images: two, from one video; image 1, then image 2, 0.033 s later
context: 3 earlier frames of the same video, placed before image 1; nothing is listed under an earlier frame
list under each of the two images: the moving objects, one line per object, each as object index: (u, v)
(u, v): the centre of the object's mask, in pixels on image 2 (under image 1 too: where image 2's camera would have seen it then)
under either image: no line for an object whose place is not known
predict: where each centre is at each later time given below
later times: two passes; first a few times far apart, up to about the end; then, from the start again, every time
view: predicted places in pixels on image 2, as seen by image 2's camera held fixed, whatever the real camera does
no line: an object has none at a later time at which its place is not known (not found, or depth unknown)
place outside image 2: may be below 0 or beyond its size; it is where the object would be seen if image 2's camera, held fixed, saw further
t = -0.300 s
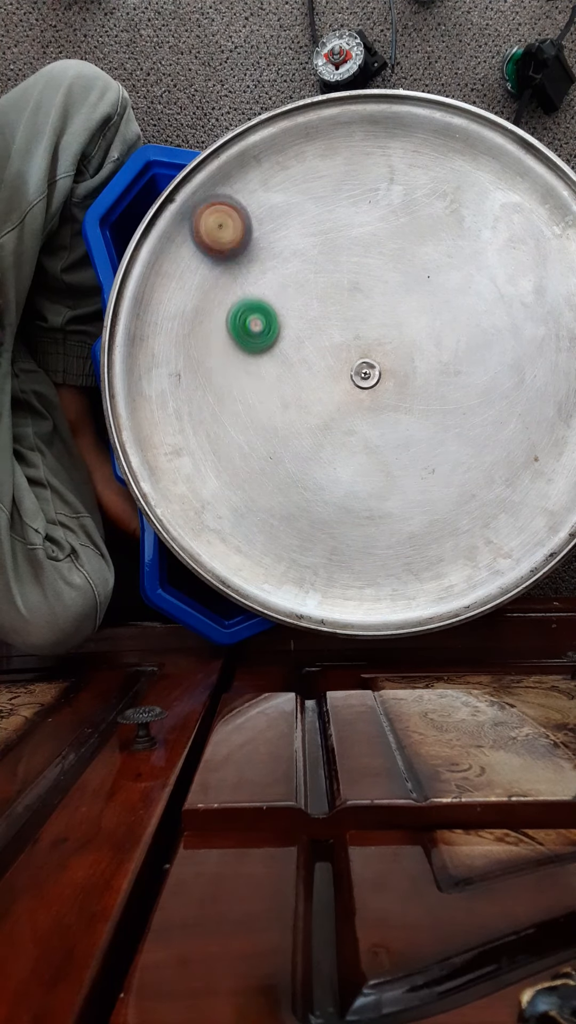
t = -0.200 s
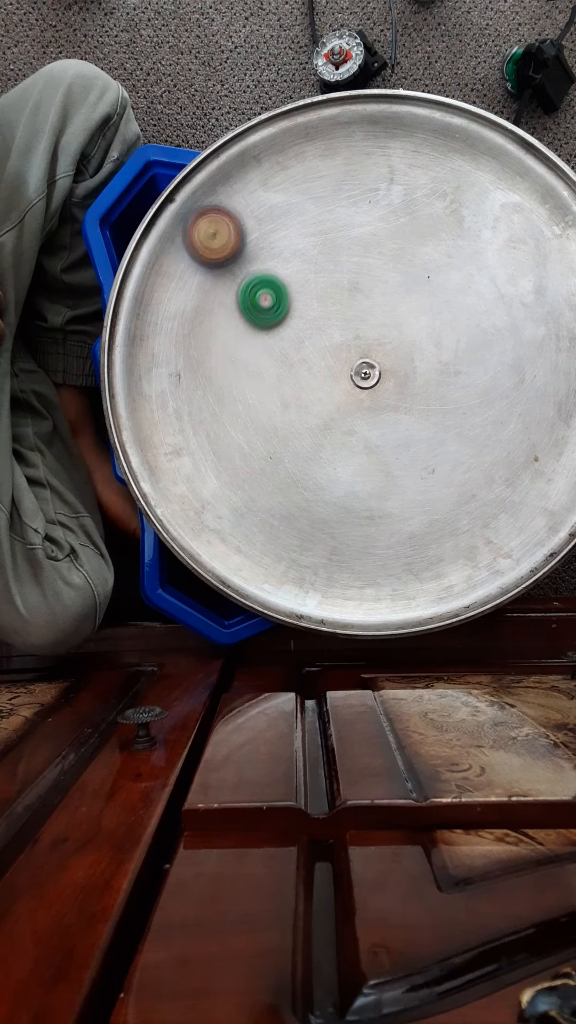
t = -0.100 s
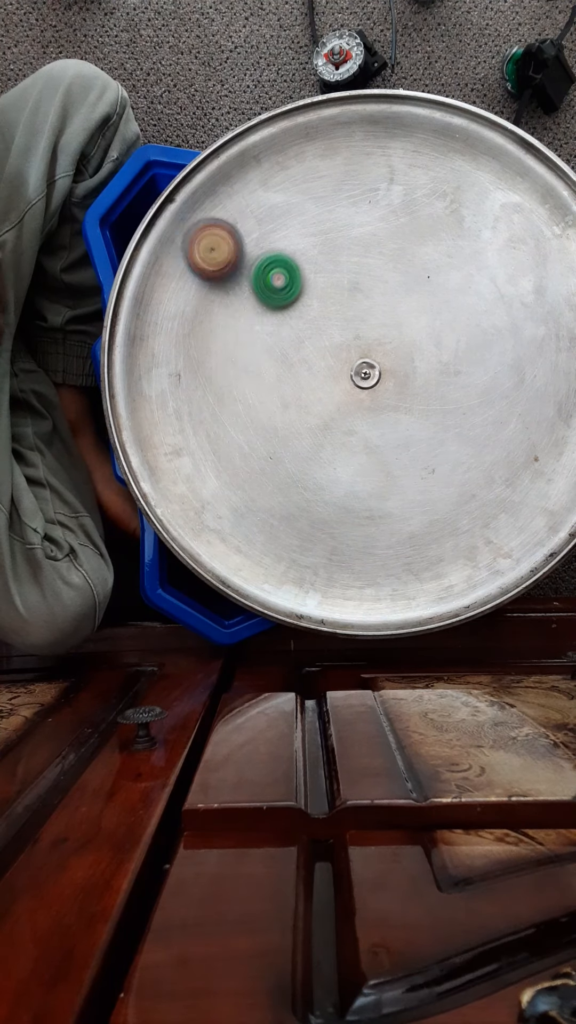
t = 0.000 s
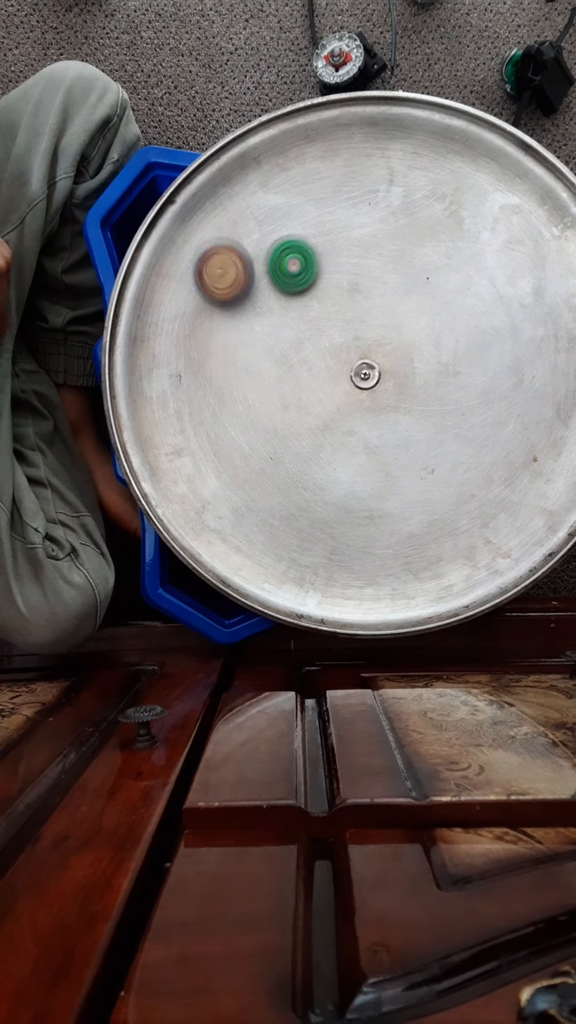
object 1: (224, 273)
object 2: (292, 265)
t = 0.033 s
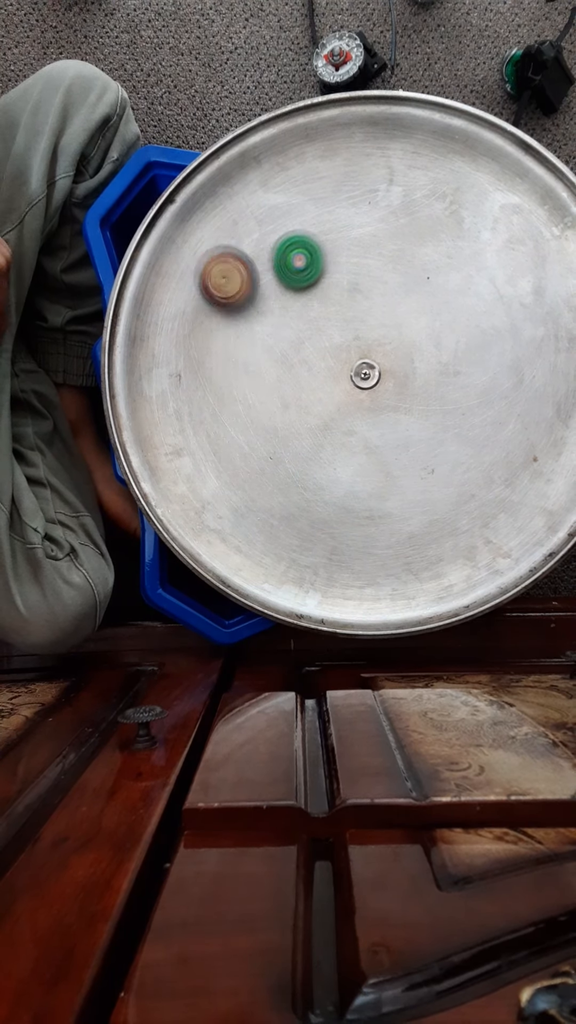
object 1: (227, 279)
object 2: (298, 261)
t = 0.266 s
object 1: (260, 330)
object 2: (339, 249)
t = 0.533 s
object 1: (299, 386)
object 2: (378, 271)
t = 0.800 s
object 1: (321, 438)
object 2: (385, 316)
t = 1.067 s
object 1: (322, 488)
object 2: (355, 357)
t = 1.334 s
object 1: (303, 531)
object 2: (301, 371)
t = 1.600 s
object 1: (293, 550)
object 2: (241, 356)
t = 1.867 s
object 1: (274, 512)
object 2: (200, 318)
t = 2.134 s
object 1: (244, 446)
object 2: (196, 285)
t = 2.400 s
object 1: (206, 376)
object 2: (222, 268)
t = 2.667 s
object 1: (181, 330)
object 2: (260, 276)
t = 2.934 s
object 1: (195, 309)
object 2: (284, 309)
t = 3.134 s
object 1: (225, 303)
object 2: (282, 344)
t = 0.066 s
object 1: (229, 287)
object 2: (303, 258)
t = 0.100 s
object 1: (235, 294)
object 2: (309, 255)
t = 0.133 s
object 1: (241, 302)
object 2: (315, 252)
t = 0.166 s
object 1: (246, 307)
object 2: (321, 250)
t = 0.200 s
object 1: (250, 313)
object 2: (327, 249)
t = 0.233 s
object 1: (254, 322)
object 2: (333, 249)
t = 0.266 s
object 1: (260, 330)
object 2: (339, 249)
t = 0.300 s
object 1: (266, 335)
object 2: (345, 250)
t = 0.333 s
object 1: (271, 341)
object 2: (351, 251)
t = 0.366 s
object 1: (274, 350)
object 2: (356, 253)
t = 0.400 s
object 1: (280, 359)
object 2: (361, 256)
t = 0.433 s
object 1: (287, 366)
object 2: (366, 259)
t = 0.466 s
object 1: (291, 370)
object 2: (370, 262)
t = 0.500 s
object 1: (294, 378)
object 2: (374, 266)
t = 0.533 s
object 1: (299, 386)
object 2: (378, 271)
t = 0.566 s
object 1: (304, 392)
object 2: (381, 276)
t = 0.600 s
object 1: (308, 397)
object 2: (383, 281)
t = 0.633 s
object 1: (309, 405)
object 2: (385, 286)
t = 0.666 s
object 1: (312, 412)
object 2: (386, 291)
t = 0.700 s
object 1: (317, 418)
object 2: (387, 297)
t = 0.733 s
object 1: (318, 422)
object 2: (387, 303)
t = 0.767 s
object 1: (319, 430)
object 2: (386, 309)
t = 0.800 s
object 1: (321, 438)
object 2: (385, 316)
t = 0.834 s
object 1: (324, 442)
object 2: (383, 322)
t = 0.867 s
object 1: (323, 448)
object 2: (380, 329)
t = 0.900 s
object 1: (323, 456)
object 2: (377, 335)
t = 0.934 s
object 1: (324, 464)
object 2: (373, 341)
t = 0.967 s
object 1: (325, 468)
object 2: (368, 347)
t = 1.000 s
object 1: (322, 474)
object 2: (363, 352)
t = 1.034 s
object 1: (320, 483)
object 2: (359, 355)
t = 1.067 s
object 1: (322, 488)
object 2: (355, 357)
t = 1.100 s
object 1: (319, 493)
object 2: (350, 359)
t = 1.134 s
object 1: (315, 501)
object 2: (344, 361)
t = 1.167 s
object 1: (315, 508)
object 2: (337, 363)
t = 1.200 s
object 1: (314, 512)
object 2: (330, 366)
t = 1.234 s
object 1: (309, 517)
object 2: (323, 369)
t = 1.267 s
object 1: (306, 524)
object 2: (316, 370)
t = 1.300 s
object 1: (307, 527)
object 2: (308, 371)
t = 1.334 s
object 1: (303, 531)
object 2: (301, 371)
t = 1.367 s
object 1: (300, 536)
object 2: (293, 371)
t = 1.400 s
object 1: (301, 540)
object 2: (285, 370)
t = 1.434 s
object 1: (297, 543)
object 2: (277, 369)
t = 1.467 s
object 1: (294, 548)
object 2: (269, 367)
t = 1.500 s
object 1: (296, 551)
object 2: (262, 365)
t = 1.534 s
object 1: (294, 549)
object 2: (255, 363)
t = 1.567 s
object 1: (291, 550)
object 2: (247, 359)
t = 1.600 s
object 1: (293, 550)
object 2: (241, 356)
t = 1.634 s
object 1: (292, 547)
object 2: (234, 352)
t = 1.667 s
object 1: (288, 546)
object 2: (229, 347)
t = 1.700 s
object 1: (289, 543)
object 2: (223, 343)
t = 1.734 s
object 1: (287, 536)
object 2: (217, 338)
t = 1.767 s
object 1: (283, 531)
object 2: (212, 333)
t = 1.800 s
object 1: (283, 527)
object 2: (208, 328)
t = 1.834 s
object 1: (280, 518)
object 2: (204, 323)
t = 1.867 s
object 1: (274, 512)
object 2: (200, 318)
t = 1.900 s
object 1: (275, 507)
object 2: (198, 314)
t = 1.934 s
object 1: (270, 496)
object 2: (196, 310)
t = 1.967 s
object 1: (265, 490)
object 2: (195, 305)
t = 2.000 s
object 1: (264, 482)
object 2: (194, 300)
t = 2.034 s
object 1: (258, 472)
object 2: (193, 296)
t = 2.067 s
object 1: (253, 467)
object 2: (193, 291)
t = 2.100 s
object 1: (251, 457)
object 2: (194, 288)
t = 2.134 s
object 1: (244, 446)
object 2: (196, 285)
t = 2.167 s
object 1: (240, 441)
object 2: (197, 282)
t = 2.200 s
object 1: (237, 429)
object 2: (200, 279)
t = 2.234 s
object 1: (229, 420)
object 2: (203, 276)
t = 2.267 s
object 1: (228, 414)
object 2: (206, 274)
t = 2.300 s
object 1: (222, 402)
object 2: (210, 272)
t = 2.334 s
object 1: (214, 396)
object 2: (214, 270)
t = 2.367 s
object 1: (213, 387)
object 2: (218, 269)
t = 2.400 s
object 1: (206, 376)
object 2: (222, 268)
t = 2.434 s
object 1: (200, 371)
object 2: (227, 268)
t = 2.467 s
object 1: (198, 362)
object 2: (232, 268)
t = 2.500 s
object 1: (191, 355)
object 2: (237, 268)
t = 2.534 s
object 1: (190, 352)
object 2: (242, 269)
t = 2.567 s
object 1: (187, 345)
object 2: (247, 270)
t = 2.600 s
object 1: (181, 340)
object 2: (252, 271)
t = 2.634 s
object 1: (184, 337)
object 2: (256, 273)
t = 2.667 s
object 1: (181, 330)
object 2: (260, 276)
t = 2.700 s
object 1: (181, 330)
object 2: (264, 278)
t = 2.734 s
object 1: (183, 324)
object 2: (268, 281)
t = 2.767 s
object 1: (181, 320)
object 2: (272, 285)
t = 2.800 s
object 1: (186, 319)
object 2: (275, 289)
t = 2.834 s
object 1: (185, 314)
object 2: (278, 293)
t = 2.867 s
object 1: (188, 315)
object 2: (280, 298)
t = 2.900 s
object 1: (193, 311)
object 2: (282, 303)
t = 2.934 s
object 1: (195, 309)
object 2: (284, 309)
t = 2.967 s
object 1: (204, 308)
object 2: (284, 314)
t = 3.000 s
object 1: (204, 304)
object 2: (285, 320)
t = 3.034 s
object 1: (210, 307)
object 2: (285, 327)
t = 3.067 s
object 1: (215, 302)
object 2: (284, 333)
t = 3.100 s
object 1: (217, 305)
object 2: (283, 339)
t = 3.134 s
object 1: (225, 303)
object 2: (282, 344)
